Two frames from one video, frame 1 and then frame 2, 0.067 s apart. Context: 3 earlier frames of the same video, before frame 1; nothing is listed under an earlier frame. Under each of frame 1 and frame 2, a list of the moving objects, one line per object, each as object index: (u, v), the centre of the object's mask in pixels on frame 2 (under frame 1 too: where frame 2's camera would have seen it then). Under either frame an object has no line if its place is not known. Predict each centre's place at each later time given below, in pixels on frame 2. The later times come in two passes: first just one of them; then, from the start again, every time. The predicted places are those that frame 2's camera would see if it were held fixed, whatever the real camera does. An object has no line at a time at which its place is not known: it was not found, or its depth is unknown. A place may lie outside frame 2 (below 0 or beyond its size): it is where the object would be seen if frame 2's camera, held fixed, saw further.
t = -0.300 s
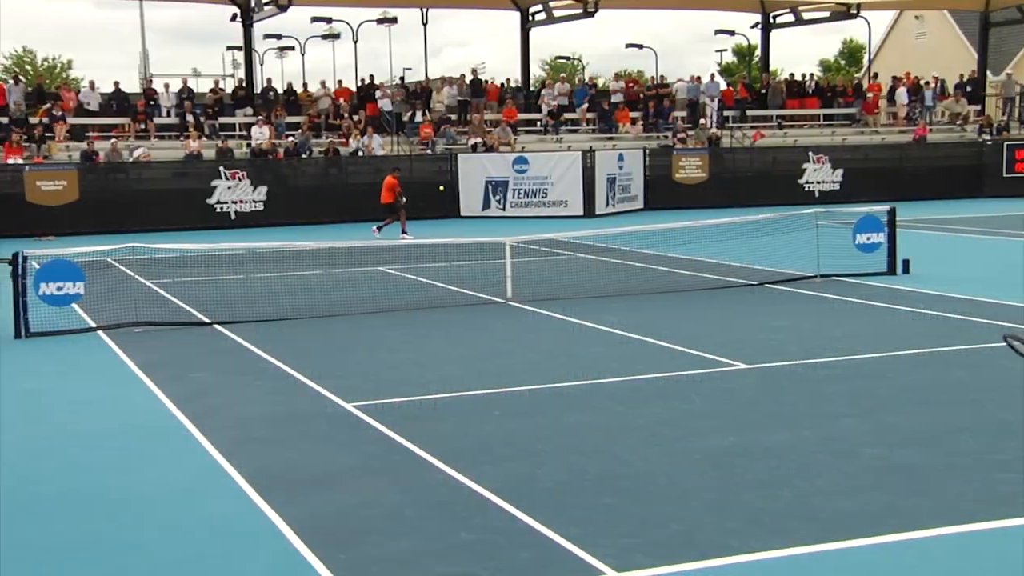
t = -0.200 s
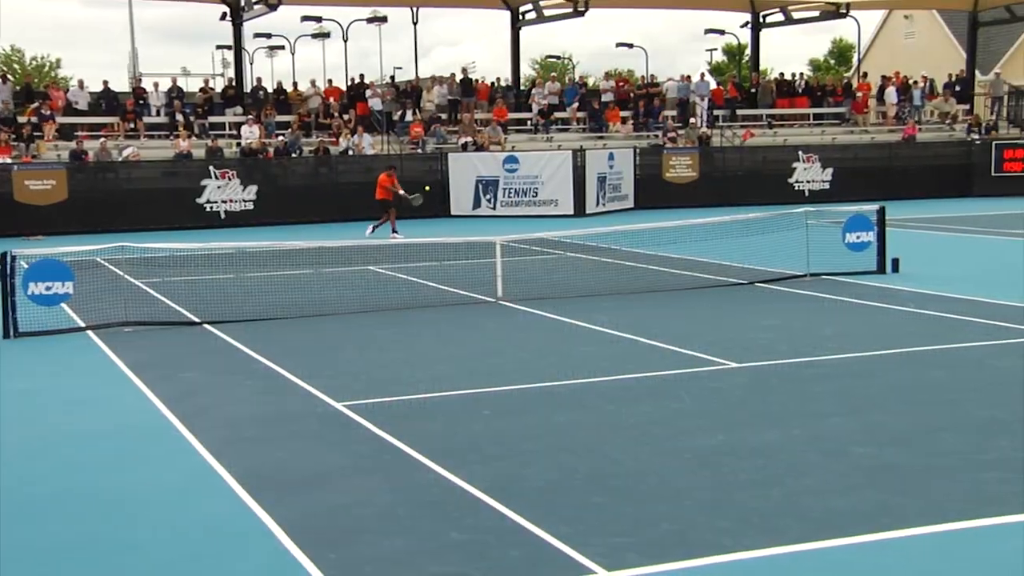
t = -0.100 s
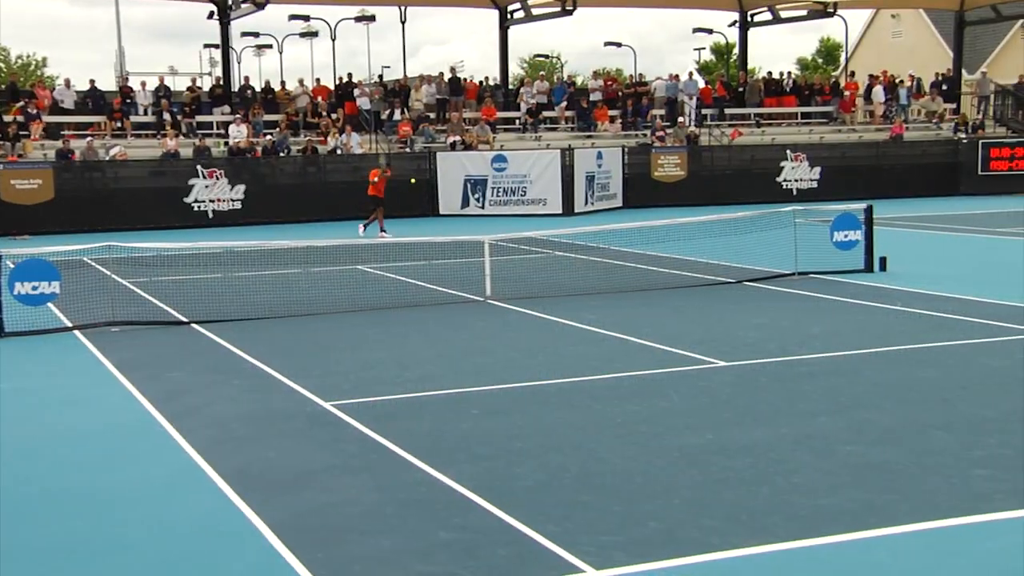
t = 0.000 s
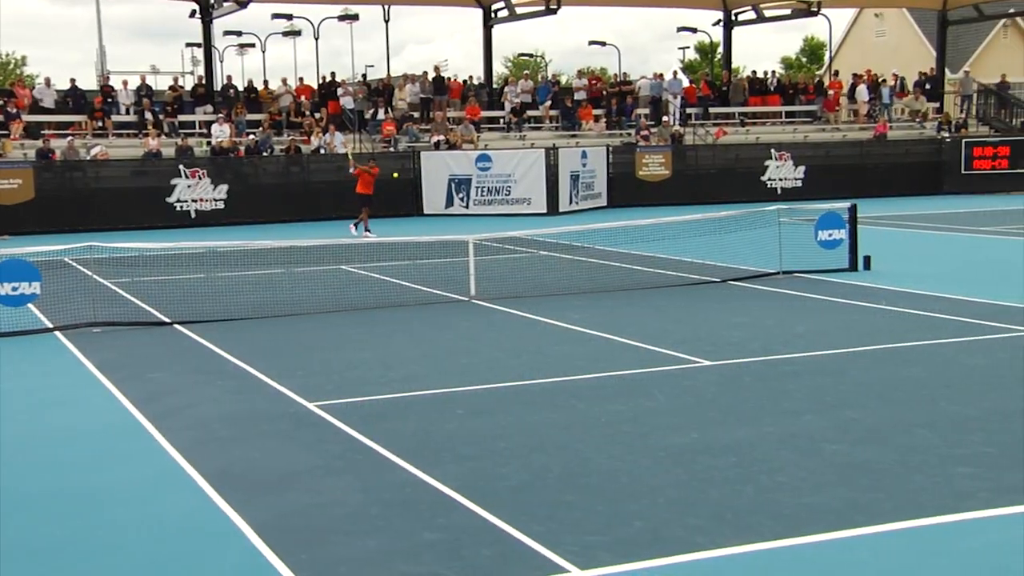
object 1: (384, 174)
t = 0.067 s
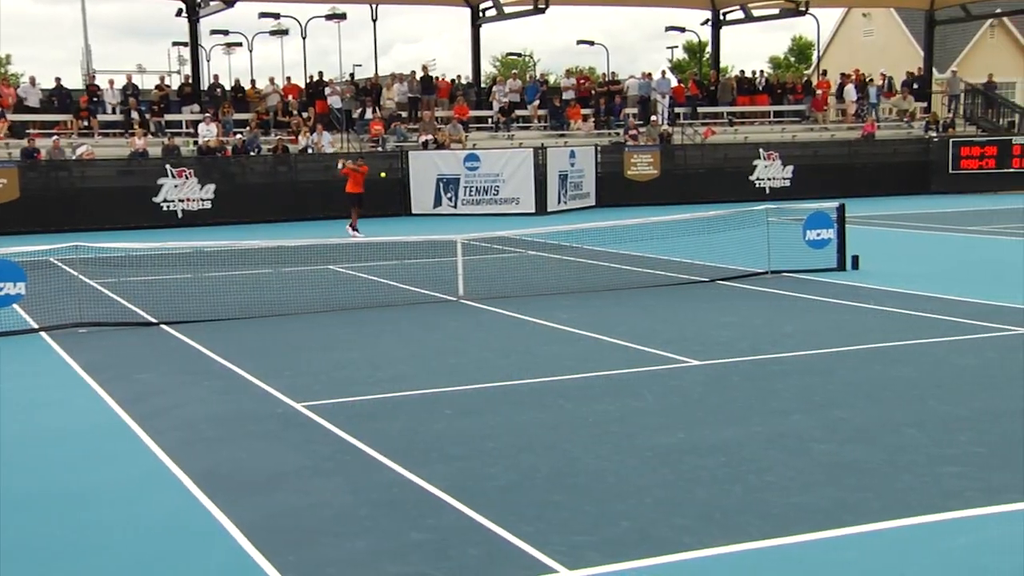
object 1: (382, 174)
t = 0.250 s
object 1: (382, 192)
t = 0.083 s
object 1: (382, 175)
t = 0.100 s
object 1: (383, 175)
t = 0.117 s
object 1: (382, 176)
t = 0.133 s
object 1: (382, 178)
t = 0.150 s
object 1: (382, 179)
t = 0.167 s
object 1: (382, 181)
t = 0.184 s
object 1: (382, 182)
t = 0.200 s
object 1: (382, 184)
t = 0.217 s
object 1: (382, 187)
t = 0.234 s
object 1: (382, 189)
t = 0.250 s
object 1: (382, 192)
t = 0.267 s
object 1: (383, 195)
